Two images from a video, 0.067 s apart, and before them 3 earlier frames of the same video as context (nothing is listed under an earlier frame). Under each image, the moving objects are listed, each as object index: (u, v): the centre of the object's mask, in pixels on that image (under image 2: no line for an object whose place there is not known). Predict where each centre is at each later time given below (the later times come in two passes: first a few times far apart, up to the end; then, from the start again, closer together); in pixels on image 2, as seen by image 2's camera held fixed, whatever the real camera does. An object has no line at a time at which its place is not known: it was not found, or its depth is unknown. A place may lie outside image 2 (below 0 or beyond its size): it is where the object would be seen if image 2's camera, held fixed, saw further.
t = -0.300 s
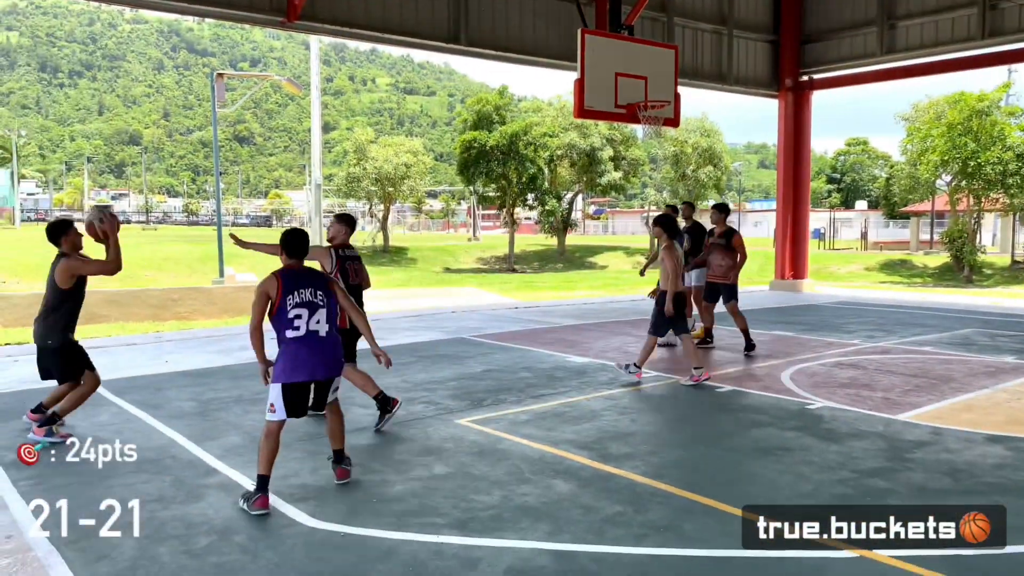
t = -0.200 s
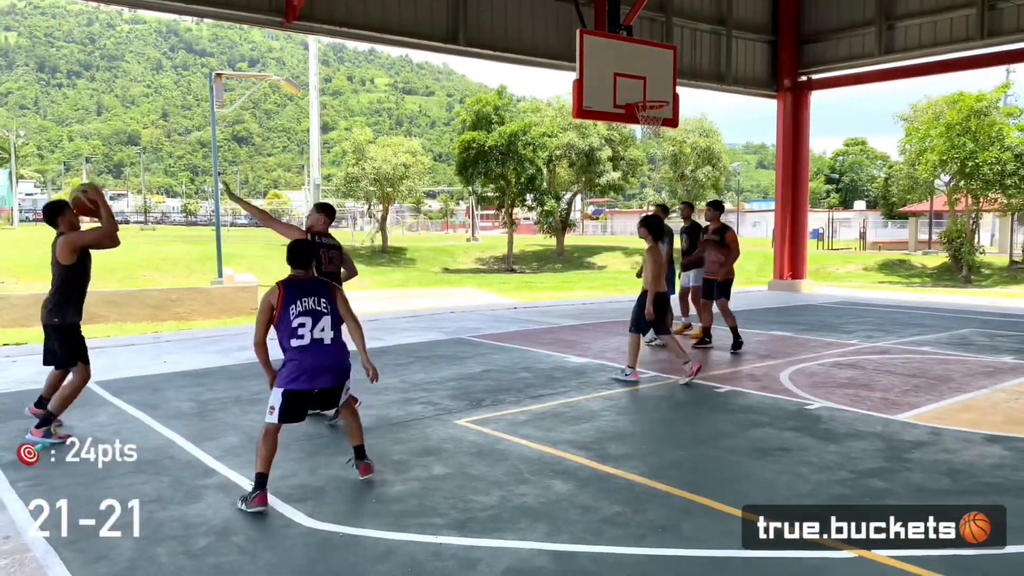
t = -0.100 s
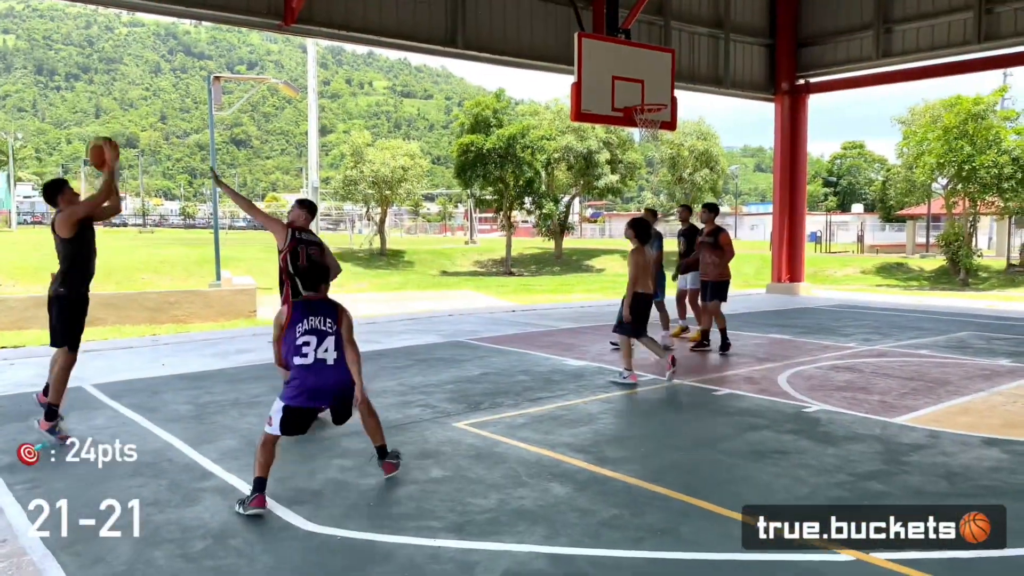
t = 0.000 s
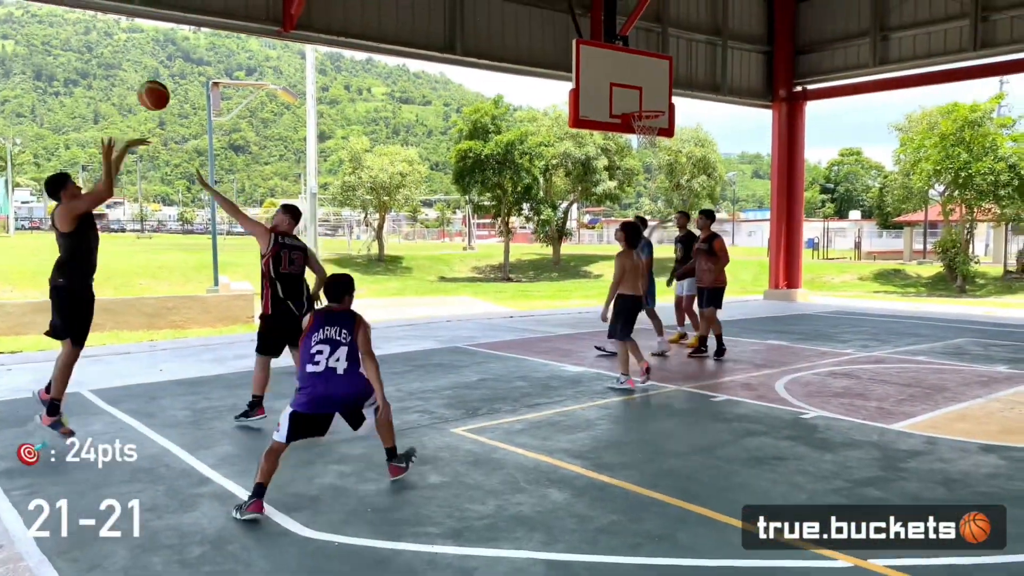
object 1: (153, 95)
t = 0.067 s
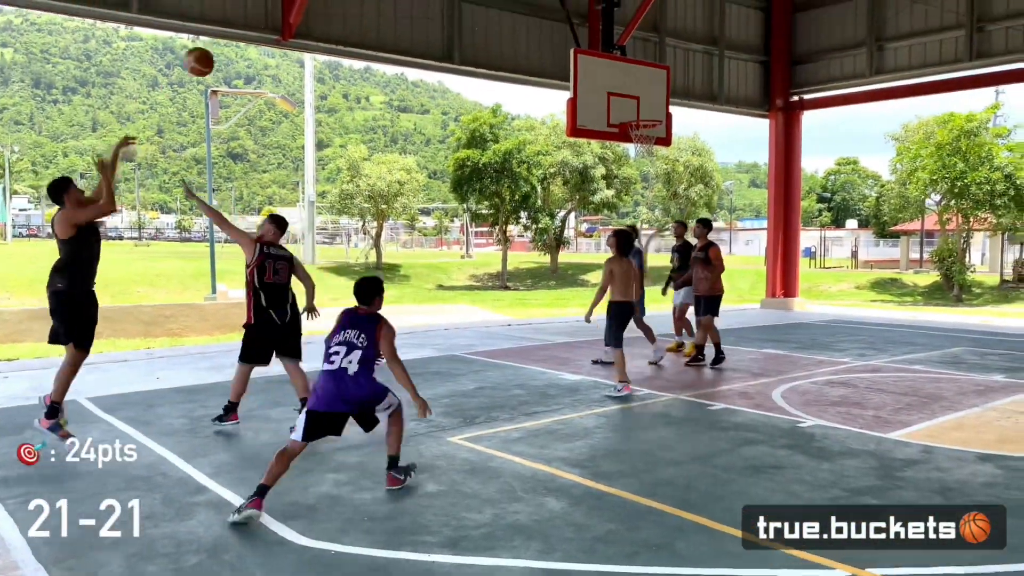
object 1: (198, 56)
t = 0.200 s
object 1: (279, 4)
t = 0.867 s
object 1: (564, 18)
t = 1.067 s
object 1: (619, 82)
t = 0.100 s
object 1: (220, 40)
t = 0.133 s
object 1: (241, 24)
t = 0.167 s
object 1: (262, 13)
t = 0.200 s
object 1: (279, 4)
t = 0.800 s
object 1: (544, 0)
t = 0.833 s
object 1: (553, 9)
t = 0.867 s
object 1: (564, 18)
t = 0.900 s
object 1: (574, 27)
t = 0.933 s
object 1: (582, 38)
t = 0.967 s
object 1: (592, 50)
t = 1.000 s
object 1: (602, 61)
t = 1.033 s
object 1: (611, 70)
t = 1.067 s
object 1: (619, 82)
